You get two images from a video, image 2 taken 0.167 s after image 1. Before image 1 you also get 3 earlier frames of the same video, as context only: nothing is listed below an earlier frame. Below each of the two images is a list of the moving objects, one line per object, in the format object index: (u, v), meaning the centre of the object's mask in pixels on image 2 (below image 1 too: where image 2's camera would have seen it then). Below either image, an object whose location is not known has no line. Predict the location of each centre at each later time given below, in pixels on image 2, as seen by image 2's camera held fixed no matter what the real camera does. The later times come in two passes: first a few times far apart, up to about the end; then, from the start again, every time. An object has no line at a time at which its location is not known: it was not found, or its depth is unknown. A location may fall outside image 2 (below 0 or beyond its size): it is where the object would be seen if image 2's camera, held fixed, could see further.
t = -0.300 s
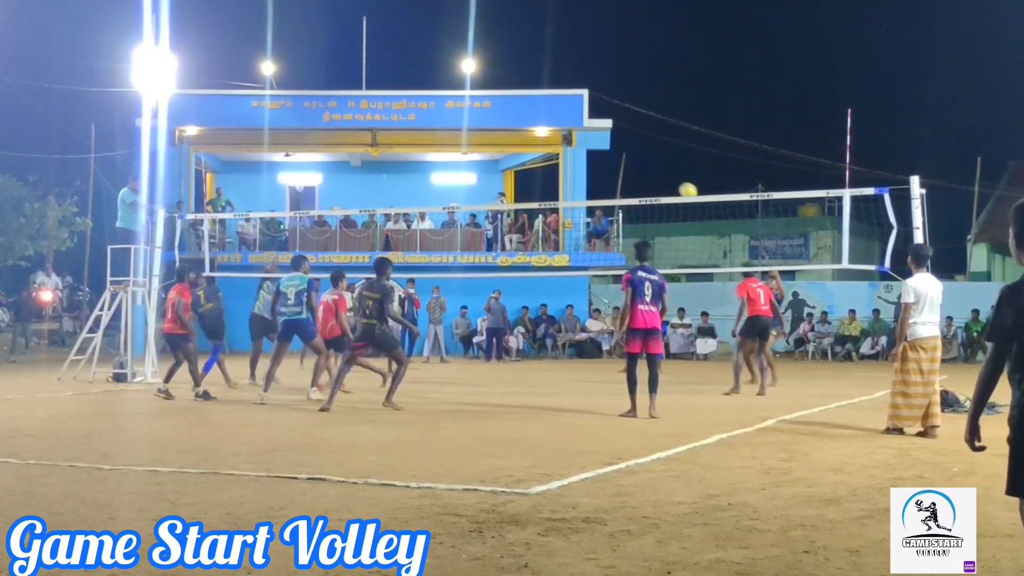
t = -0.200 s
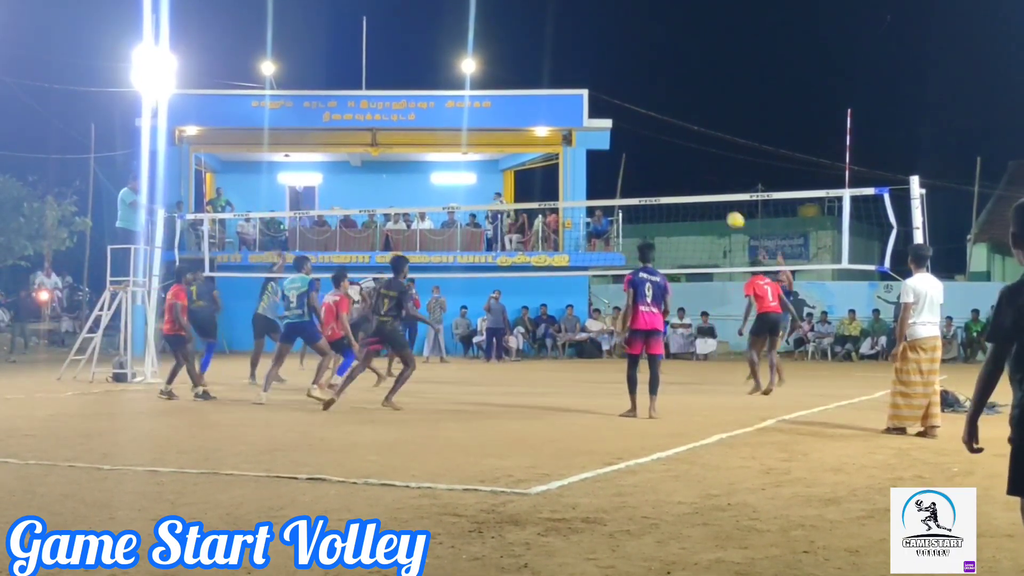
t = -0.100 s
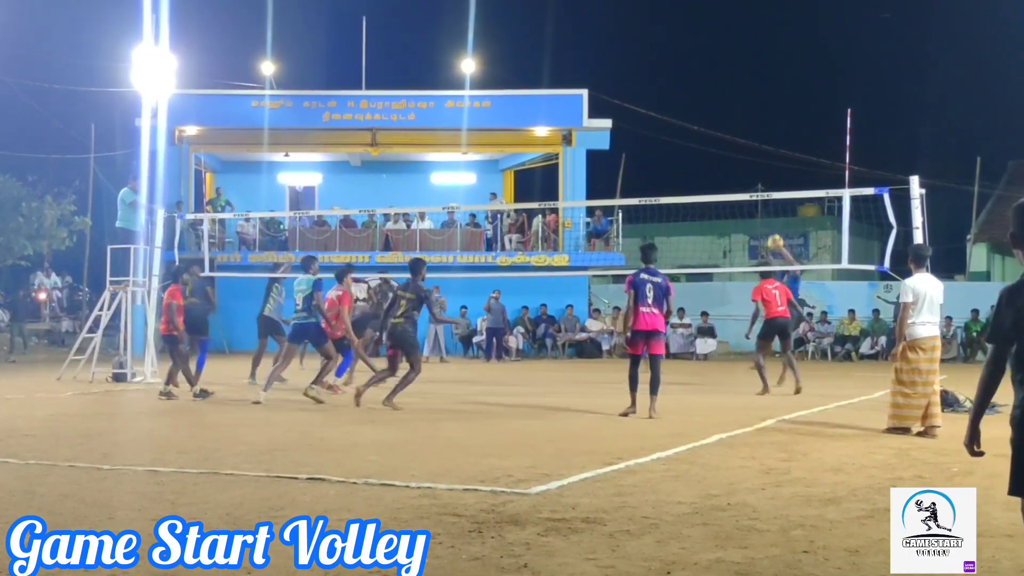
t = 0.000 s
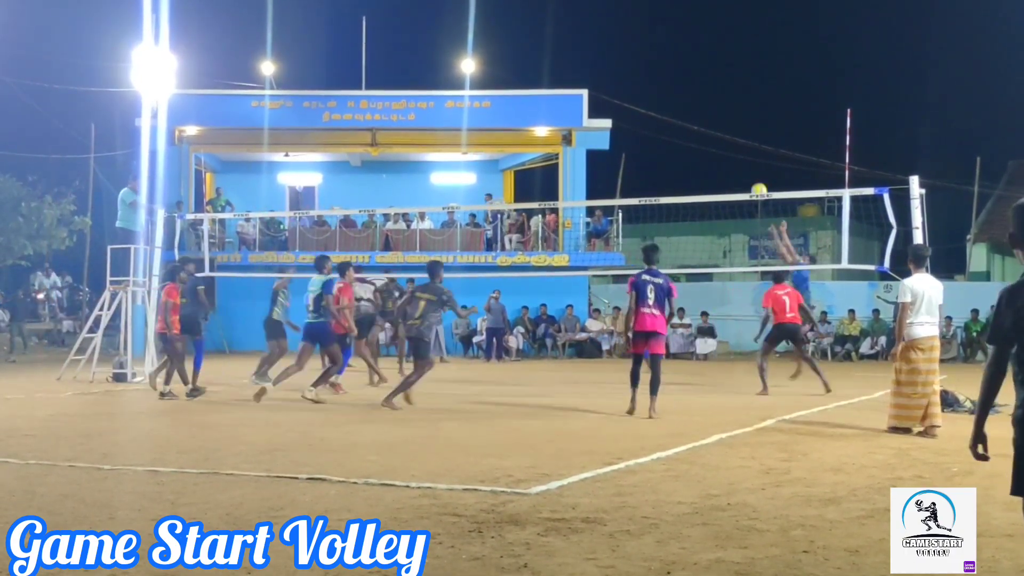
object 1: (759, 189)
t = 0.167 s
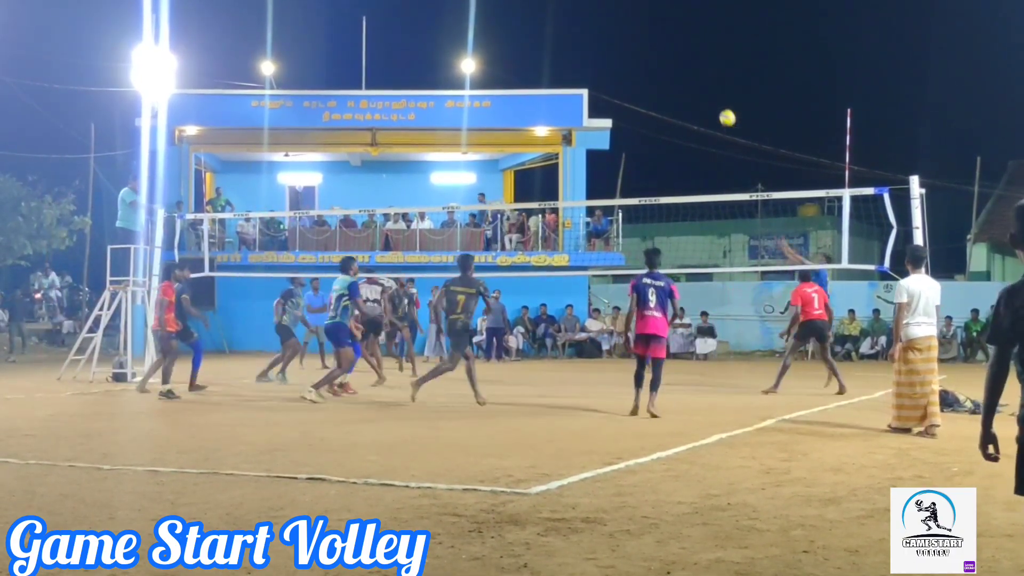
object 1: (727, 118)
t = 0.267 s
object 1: (712, 89)
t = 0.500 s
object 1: (670, 32)
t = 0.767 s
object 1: (618, 12)
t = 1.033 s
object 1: (570, 40)
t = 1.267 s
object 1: (527, 100)
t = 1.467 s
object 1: (493, 177)
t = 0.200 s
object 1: (724, 112)
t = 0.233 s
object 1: (718, 100)
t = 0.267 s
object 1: (712, 89)
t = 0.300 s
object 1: (706, 78)
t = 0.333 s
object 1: (700, 69)
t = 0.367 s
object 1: (694, 60)
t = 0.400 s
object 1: (688, 52)
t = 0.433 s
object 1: (682, 45)
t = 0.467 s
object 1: (676, 38)
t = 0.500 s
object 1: (670, 32)
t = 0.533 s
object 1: (664, 27)
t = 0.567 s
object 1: (658, 23)
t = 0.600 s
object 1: (651, 19)
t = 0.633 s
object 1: (645, 16)
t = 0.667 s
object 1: (639, 14)
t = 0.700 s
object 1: (630, 12)
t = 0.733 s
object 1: (624, 12)
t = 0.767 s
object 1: (618, 12)
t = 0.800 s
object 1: (612, 13)
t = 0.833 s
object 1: (606, 15)
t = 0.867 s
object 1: (600, 17)
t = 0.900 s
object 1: (594, 21)
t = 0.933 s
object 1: (587, 25)
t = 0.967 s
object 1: (582, 29)
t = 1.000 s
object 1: (576, 34)
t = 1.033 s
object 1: (570, 40)
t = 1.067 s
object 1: (564, 46)
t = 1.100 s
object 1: (557, 54)
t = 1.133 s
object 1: (551, 62)
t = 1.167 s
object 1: (545, 70)
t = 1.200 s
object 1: (539, 80)
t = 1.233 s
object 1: (534, 88)
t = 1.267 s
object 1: (527, 100)
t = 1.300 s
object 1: (522, 111)
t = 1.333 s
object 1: (516, 123)
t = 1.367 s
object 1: (510, 135)
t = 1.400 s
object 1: (504, 149)
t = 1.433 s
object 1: (498, 163)
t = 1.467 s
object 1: (493, 177)
